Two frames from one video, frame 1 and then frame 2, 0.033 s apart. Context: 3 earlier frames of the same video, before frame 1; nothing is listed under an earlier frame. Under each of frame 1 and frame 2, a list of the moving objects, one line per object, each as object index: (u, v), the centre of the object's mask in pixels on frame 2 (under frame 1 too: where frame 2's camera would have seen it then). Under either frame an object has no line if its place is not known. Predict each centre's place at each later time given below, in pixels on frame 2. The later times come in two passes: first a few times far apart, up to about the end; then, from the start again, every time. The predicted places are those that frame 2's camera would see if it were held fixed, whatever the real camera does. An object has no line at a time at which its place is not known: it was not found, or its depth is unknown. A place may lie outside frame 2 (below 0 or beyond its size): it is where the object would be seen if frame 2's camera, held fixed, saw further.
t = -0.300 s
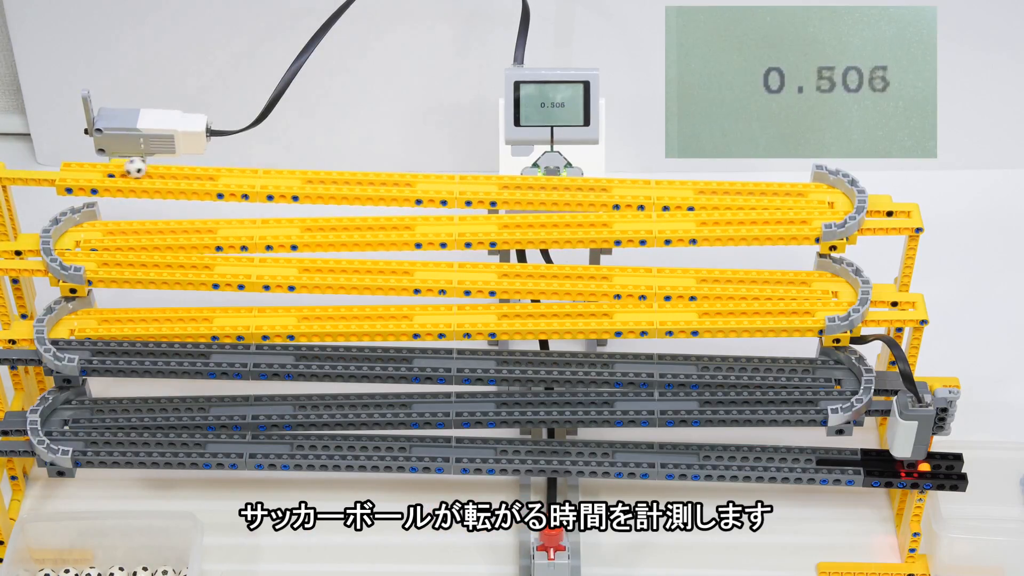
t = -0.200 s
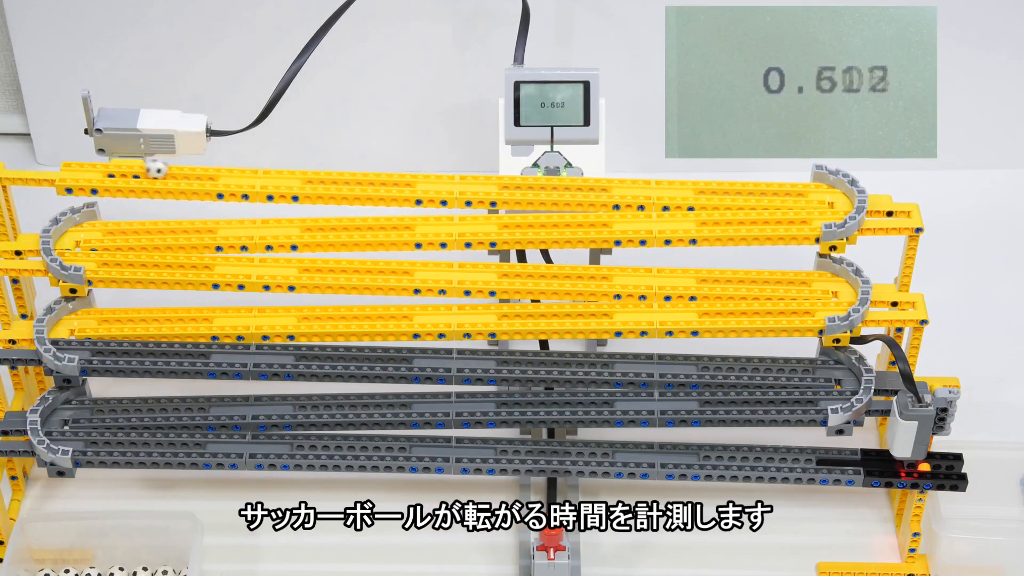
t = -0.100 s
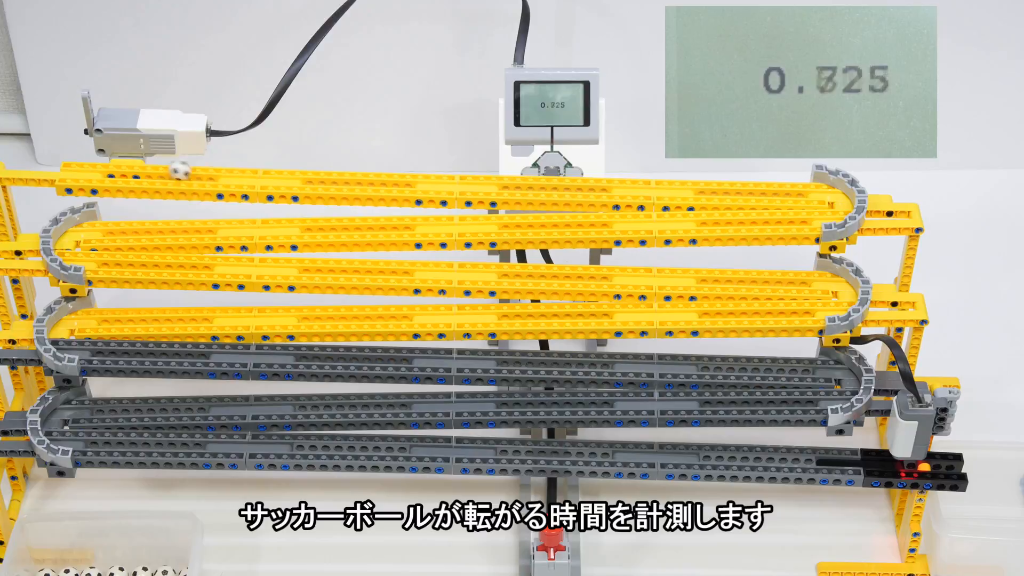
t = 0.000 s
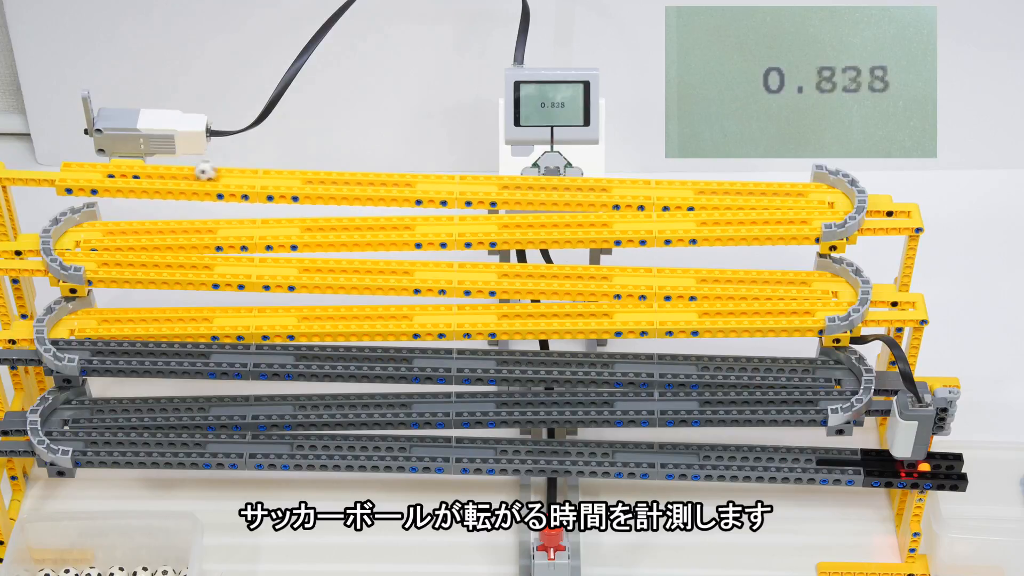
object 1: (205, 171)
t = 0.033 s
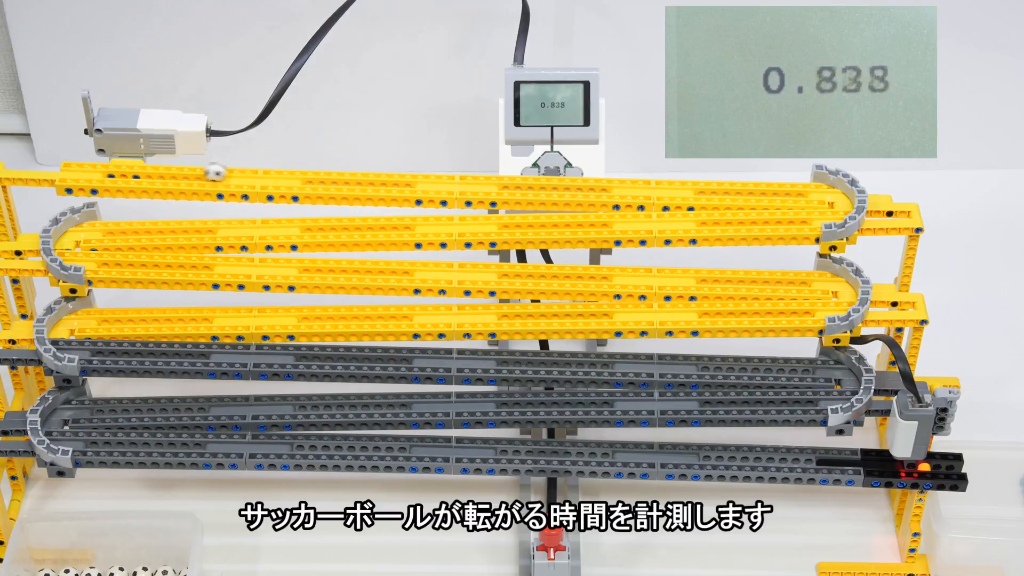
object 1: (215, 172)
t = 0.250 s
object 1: (279, 174)
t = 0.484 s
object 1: (355, 176)
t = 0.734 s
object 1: (444, 179)
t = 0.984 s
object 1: (535, 180)
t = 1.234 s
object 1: (629, 182)
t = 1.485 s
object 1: (723, 185)
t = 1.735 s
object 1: (818, 187)
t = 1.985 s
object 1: (830, 213)
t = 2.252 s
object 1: (778, 215)
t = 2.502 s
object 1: (723, 216)
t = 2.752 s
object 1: (661, 217)
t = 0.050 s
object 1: (219, 172)
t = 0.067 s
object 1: (224, 171)
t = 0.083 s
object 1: (229, 172)
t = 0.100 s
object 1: (233, 173)
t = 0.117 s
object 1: (238, 173)
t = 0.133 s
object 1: (243, 173)
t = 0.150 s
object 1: (249, 173)
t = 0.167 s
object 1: (254, 173)
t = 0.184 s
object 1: (259, 173)
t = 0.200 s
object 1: (263, 174)
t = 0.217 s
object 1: (269, 174)
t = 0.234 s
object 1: (274, 174)
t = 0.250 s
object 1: (279, 174)
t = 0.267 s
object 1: (285, 174)
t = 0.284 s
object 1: (290, 174)
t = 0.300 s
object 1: (295, 174)
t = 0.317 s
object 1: (300, 174)
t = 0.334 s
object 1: (306, 175)
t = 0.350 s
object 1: (311, 175)
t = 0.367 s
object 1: (316, 175)
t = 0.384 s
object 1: (322, 175)
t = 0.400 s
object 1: (328, 176)
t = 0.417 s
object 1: (333, 176)
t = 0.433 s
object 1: (339, 175)
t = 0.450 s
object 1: (345, 175)
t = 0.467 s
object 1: (350, 176)
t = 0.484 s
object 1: (355, 176)
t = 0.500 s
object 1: (362, 176)
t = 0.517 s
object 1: (367, 176)
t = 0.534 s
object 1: (372, 177)
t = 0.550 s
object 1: (378, 177)
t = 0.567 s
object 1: (384, 177)
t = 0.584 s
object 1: (390, 178)
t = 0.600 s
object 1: (396, 177)
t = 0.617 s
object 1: (402, 177)
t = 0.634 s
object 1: (407, 178)
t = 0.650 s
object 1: (413, 178)
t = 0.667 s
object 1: (419, 178)
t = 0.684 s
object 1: (426, 178)
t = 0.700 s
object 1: (431, 178)
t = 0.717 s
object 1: (437, 179)
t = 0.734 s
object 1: (444, 179)
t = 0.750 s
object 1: (449, 179)
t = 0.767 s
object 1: (456, 179)
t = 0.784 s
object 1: (462, 180)
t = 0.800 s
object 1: (467, 179)
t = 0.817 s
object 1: (474, 180)
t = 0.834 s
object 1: (480, 179)
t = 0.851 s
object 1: (486, 180)
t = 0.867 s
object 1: (492, 180)
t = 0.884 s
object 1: (499, 180)
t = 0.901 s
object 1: (504, 181)
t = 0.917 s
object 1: (510, 180)
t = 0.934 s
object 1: (517, 180)
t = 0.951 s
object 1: (523, 180)
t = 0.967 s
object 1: (529, 180)
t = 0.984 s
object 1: (535, 180)
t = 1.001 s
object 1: (541, 180)
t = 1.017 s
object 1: (547, 180)
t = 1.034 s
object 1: (553, 180)
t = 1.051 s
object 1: (559, 181)
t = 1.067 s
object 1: (567, 181)
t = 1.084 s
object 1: (573, 181)
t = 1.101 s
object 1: (578, 181)
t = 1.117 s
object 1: (584, 182)
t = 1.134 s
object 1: (591, 181)
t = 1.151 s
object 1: (597, 183)
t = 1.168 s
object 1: (603, 182)
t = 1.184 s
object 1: (610, 183)
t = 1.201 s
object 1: (616, 183)
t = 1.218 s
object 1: (623, 183)
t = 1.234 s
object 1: (629, 182)
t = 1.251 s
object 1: (635, 183)
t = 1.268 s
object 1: (641, 183)
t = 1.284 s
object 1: (648, 184)
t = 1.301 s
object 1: (655, 184)
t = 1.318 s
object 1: (661, 185)
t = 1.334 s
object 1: (667, 185)
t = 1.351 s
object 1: (673, 184)
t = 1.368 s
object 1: (679, 184)
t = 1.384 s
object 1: (686, 185)
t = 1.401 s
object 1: (693, 185)
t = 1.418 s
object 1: (698, 184)
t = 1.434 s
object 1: (705, 185)
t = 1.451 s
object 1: (710, 186)
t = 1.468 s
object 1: (717, 186)
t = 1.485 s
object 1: (723, 185)
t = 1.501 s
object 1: (730, 186)
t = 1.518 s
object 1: (736, 185)
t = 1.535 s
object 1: (742, 186)
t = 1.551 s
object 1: (748, 186)
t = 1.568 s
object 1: (754, 186)
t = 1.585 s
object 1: (760, 186)
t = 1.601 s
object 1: (767, 187)
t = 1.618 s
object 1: (773, 187)
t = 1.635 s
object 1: (780, 187)
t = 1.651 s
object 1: (786, 187)
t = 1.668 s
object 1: (792, 187)
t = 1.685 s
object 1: (798, 187)
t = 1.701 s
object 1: (805, 187)
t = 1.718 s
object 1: (811, 187)
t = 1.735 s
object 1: (818, 187)
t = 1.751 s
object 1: (824, 187)
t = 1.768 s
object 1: (831, 187)
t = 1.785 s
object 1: (836, 189)
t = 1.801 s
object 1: (840, 192)
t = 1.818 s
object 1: (842, 196)
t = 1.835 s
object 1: (844, 198)
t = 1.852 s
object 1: (843, 200)
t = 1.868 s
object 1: (843, 202)
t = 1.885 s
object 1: (842, 205)
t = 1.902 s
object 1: (841, 207)
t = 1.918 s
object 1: (841, 208)
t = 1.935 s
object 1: (839, 211)
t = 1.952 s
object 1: (836, 212)
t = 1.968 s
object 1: (833, 212)
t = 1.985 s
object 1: (830, 213)
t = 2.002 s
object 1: (827, 213)
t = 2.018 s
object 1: (824, 213)
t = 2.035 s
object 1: (820, 213)
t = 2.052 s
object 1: (817, 214)
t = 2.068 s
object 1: (814, 213)
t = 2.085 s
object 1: (811, 214)
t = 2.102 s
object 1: (807, 214)
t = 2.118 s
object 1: (805, 215)
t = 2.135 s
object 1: (801, 214)
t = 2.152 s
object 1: (798, 214)
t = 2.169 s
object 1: (795, 214)
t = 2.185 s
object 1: (792, 214)
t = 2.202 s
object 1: (789, 215)
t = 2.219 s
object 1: (785, 215)
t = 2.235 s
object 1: (781, 215)
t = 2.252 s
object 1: (778, 215)
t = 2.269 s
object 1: (774, 215)
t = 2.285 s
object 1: (771, 215)
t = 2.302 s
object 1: (768, 215)
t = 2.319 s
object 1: (764, 215)
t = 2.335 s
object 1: (761, 215)
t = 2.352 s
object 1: (757, 215)
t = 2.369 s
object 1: (753, 215)
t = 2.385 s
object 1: (750, 215)
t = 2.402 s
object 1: (746, 215)
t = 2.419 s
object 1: (742, 215)
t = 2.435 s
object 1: (738, 215)
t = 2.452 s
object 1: (735, 215)
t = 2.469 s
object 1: (731, 216)
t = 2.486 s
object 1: (727, 215)
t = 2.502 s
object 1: (723, 216)
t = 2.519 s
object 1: (719, 215)
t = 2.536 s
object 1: (715, 215)
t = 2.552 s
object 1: (711, 216)
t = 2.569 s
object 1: (707, 216)
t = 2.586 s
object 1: (703, 216)
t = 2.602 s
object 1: (699, 216)
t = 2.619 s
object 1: (695, 216)
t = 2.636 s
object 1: (690, 216)
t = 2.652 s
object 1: (687, 216)
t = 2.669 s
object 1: (683, 216)
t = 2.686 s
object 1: (679, 216)
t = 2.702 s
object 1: (673, 216)
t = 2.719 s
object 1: (669, 216)
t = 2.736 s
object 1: (665, 217)
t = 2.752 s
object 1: (661, 217)
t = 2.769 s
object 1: (656, 217)
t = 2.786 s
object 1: (652, 217)
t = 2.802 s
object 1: (647, 217)
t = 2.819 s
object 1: (643, 217)
